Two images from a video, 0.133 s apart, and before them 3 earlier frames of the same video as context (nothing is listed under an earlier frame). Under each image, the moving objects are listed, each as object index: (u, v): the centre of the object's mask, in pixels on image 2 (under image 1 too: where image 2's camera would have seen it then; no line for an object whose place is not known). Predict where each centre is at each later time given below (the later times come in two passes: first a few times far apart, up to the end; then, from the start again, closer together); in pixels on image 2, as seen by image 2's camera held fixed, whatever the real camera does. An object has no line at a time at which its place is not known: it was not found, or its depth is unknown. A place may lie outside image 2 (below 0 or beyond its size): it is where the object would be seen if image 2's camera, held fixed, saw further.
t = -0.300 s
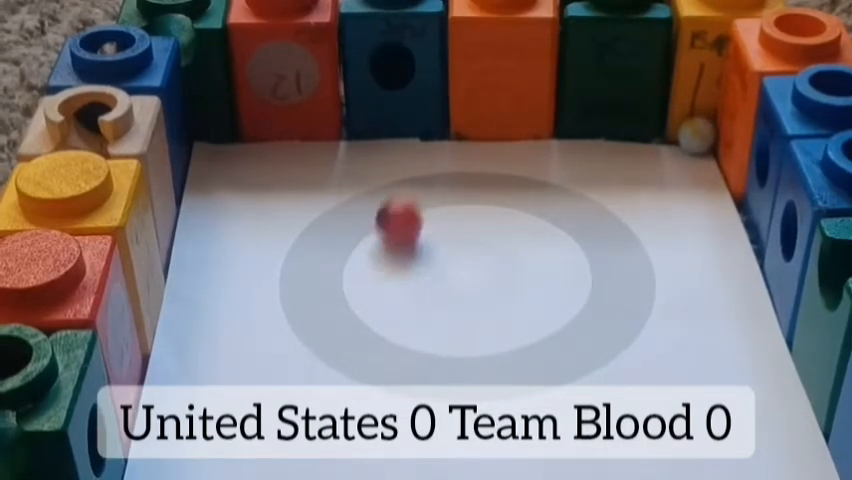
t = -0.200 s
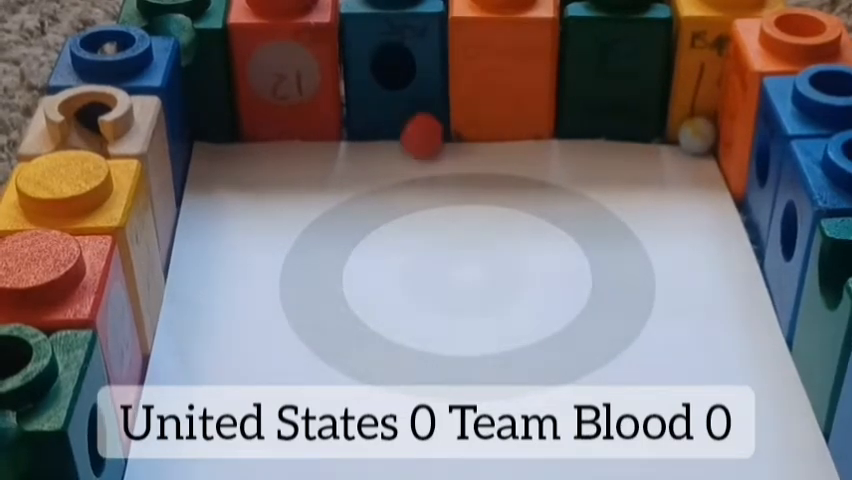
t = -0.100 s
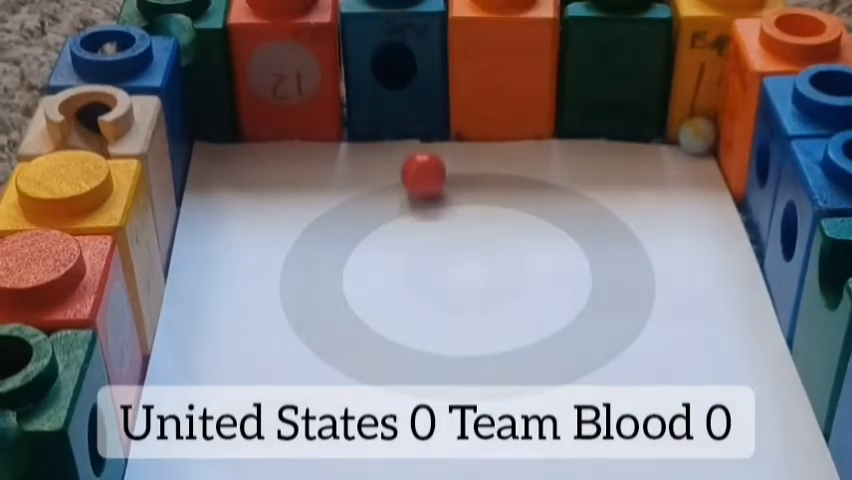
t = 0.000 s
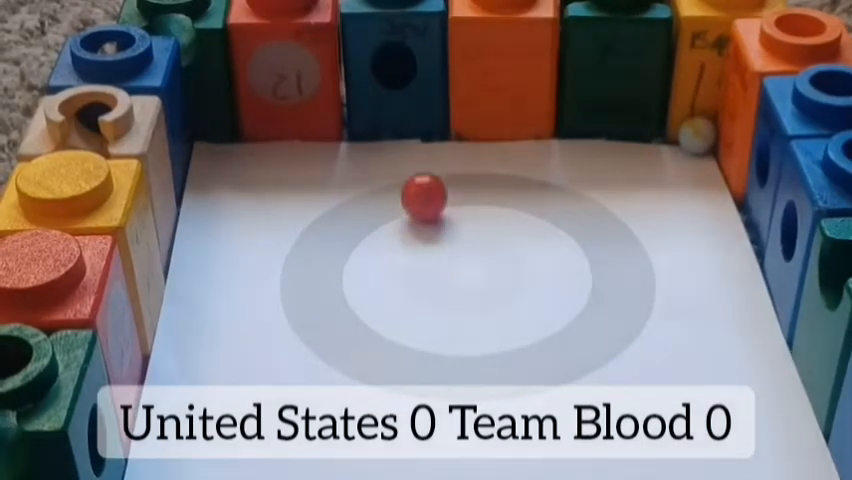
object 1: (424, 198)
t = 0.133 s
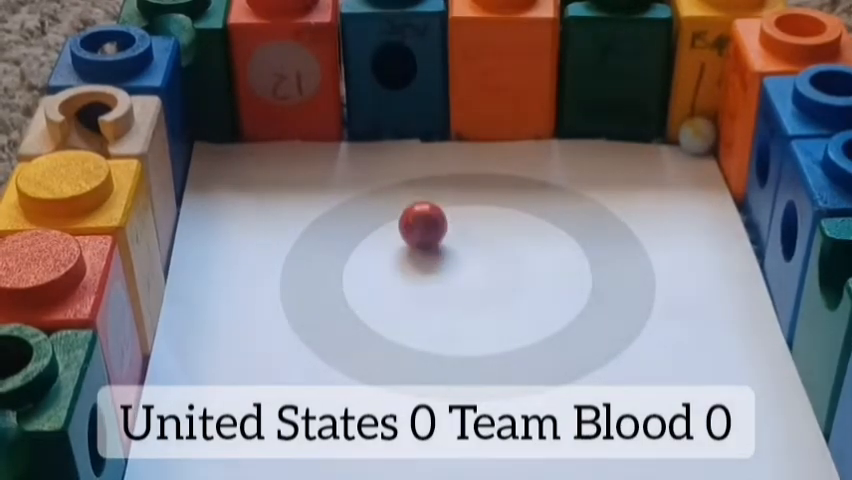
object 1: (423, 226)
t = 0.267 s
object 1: (423, 251)
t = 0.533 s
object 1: (431, 284)
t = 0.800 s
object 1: (432, 297)
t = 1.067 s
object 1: (428, 288)
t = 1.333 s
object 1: (418, 265)
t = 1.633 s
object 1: (408, 221)
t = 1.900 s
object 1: (405, 176)
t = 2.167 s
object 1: (375, 136)
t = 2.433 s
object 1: (349, 141)
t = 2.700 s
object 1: (345, 142)
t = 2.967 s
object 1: (354, 141)
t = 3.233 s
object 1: (376, 136)
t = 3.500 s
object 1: (374, 136)
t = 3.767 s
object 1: (363, 136)
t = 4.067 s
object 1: (362, 135)
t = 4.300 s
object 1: (364, 135)
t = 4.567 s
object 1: (365, 134)
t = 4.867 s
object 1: (364, 135)
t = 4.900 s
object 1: (365, 134)
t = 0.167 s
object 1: (423, 232)
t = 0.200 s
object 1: (423, 239)
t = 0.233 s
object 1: (423, 245)
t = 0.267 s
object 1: (423, 251)
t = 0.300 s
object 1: (424, 256)
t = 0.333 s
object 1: (425, 261)
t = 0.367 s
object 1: (426, 266)
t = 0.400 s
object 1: (427, 271)
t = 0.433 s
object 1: (428, 274)
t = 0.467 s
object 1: (429, 277)
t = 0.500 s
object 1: (430, 281)
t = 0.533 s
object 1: (431, 284)
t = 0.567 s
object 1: (432, 287)
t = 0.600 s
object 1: (433, 289)
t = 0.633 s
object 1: (433, 292)
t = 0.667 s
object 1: (433, 293)
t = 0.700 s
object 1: (433, 295)
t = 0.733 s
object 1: (433, 296)
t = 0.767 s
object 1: (432, 296)
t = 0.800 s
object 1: (432, 297)
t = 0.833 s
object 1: (431, 297)
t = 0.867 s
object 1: (431, 297)
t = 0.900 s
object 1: (431, 296)
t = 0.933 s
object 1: (430, 296)
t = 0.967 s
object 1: (430, 294)
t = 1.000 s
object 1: (429, 292)
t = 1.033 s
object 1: (428, 290)
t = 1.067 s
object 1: (428, 288)
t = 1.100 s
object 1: (427, 286)
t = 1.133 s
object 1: (425, 283)
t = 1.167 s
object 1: (424, 280)
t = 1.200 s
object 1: (423, 278)
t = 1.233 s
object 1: (422, 275)
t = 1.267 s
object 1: (420, 272)
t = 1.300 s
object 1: (419, 269)
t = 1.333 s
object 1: (418, 265)
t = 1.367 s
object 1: (416, 260)
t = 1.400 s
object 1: (414, 256)
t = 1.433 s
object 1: (413, 251)
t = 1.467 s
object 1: (412, 247)
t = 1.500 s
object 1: (410, 242)
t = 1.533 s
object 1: (409, 236)
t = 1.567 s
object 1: (408, 231)
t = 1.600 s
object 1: (408, 226)
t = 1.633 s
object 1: (408, 221)
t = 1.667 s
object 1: (408, 216)
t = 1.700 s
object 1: (407, 210)
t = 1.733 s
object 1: (408, 204)
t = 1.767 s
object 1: (408, 198)
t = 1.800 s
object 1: (407, 193)
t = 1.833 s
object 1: (407, 187)
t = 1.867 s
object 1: (407, 182)
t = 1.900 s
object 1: (405, 176)
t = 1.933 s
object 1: (403, 170)
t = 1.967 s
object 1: (399, 164)
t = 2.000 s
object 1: (396, 159)
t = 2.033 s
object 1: (393, 153)
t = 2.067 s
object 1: (388, 149)
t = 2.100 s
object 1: (384, 144)
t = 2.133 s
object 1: (379, 140)
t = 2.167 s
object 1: (375, 136)
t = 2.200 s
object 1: (371, 138)
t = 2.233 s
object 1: (367, 139)
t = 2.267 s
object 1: (364, 140)
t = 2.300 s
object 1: (360, 140)
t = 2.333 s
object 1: (356, 141)
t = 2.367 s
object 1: (353, 141)
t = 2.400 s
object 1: (350, 141)
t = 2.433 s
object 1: (349, 141)
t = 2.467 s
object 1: (348, 142)
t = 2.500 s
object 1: (346, 141)
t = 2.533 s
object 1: (346, 142)
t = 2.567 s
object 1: (344, 142)
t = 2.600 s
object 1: (344, 142)
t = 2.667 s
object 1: (344, 142)
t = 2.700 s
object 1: (345, 142)
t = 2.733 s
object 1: (345, 142)
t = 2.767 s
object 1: (346, 141)
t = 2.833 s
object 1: (348, 141)
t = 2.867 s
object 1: (349, 141)
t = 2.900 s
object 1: (350, 141)
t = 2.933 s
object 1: (352, 142)
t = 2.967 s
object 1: (354, 141)
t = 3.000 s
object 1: (358, 141)
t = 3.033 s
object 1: (360, 140)
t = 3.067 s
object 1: (362, 139)
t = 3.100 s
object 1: (366, 139)
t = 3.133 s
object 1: (368, 138)
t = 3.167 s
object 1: (370, 137)
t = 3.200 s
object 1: (374, 135)
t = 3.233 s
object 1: (376, 136)
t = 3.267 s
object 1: (376, 136)
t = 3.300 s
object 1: (376, 135)
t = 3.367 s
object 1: (377, 135)
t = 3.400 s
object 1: (376, 136)
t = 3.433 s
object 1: (376, 135)
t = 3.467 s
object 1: (376, 135)
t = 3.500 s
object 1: (374, 136)
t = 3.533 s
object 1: (373, 136)
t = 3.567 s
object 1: (371, 136)
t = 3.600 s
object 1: (370, 135)
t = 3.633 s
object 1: (369, 135)
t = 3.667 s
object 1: (368, 135)
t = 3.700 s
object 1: (366, 136)
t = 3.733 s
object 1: (363, 135)
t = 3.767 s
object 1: (363, 136)
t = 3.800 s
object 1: (362, 135)
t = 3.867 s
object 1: (362, 135)
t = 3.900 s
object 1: (362, 137)
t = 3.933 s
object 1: (362, 135)
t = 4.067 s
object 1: (362, 135)
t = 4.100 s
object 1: (362, 136)
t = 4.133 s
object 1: (362, 136)
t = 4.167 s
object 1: (363, 135)
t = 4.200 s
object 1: (364, 134)
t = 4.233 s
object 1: (364, 135)
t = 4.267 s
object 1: (365, 134)
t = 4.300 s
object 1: (364, 135)
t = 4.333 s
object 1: (365, 134)
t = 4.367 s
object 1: (364, 135)
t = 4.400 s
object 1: (365, 134)
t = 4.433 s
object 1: (365, 134)
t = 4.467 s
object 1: (364, 135)
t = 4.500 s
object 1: (365, 134)
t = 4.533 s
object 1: (364, 135)
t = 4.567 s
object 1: (365, 134)
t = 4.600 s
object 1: (364, 135)
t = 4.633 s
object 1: (365, 134)
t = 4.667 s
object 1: (365, 134)
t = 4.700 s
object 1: (364, 135)
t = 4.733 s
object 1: (365, 134)
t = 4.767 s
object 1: (364, 135)
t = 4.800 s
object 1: (365, 134)
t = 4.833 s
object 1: (365, 135)
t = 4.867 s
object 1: (364, 135)
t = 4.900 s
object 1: (365, 134)
